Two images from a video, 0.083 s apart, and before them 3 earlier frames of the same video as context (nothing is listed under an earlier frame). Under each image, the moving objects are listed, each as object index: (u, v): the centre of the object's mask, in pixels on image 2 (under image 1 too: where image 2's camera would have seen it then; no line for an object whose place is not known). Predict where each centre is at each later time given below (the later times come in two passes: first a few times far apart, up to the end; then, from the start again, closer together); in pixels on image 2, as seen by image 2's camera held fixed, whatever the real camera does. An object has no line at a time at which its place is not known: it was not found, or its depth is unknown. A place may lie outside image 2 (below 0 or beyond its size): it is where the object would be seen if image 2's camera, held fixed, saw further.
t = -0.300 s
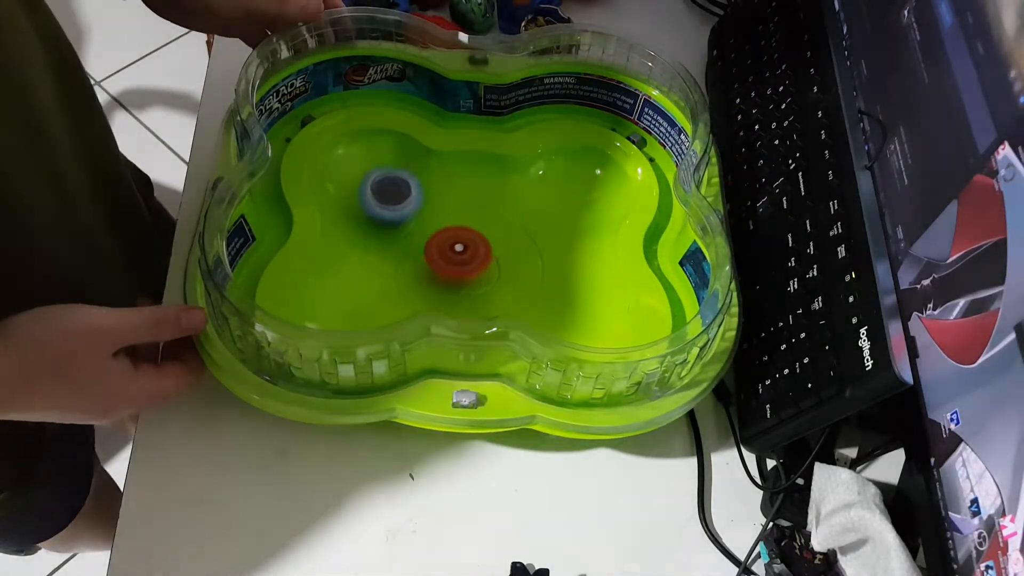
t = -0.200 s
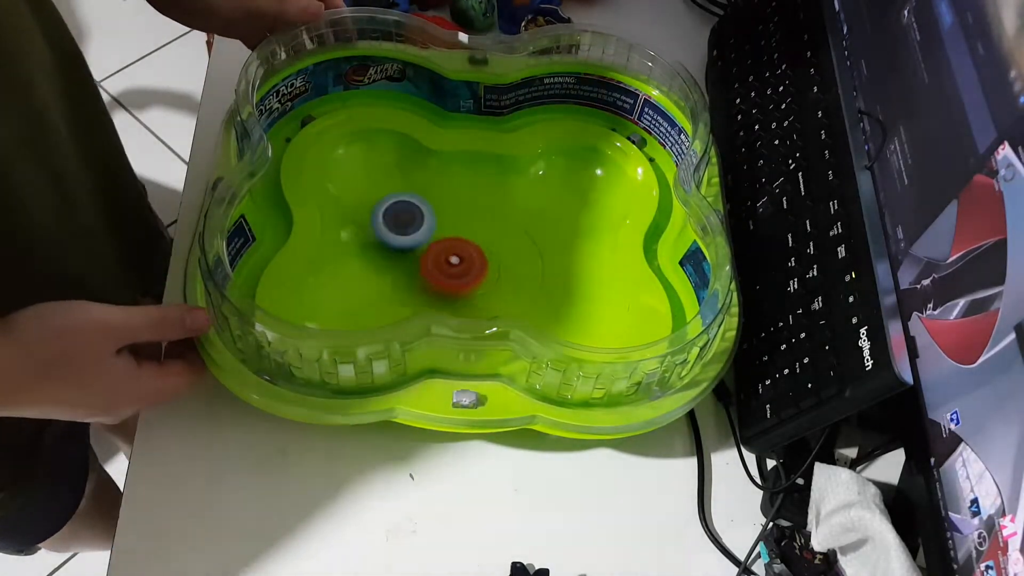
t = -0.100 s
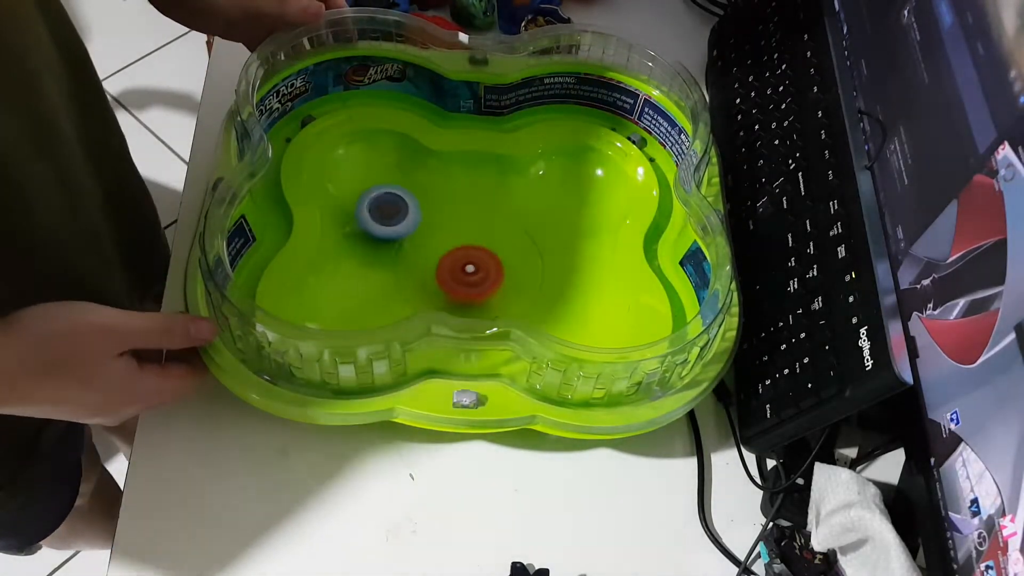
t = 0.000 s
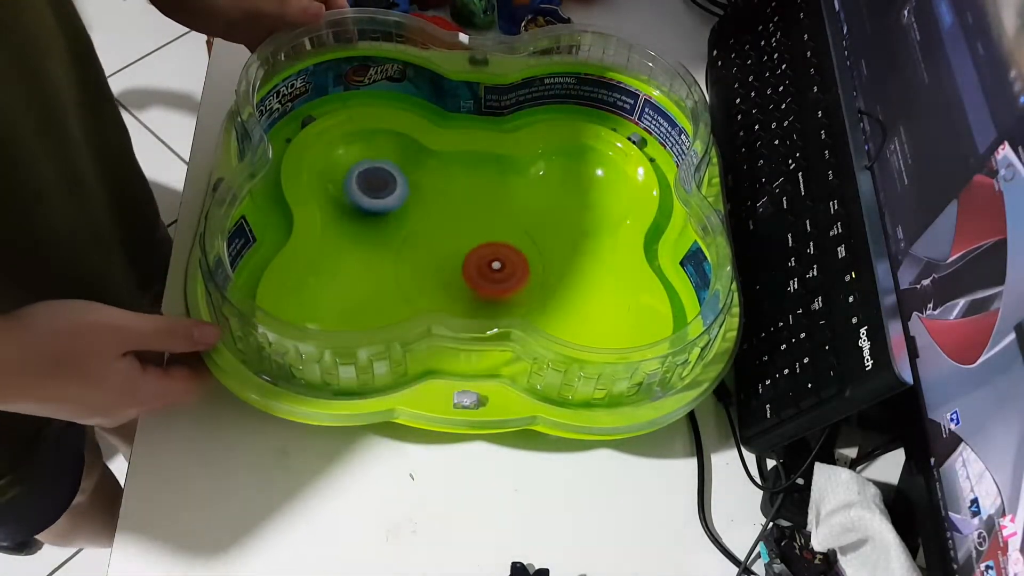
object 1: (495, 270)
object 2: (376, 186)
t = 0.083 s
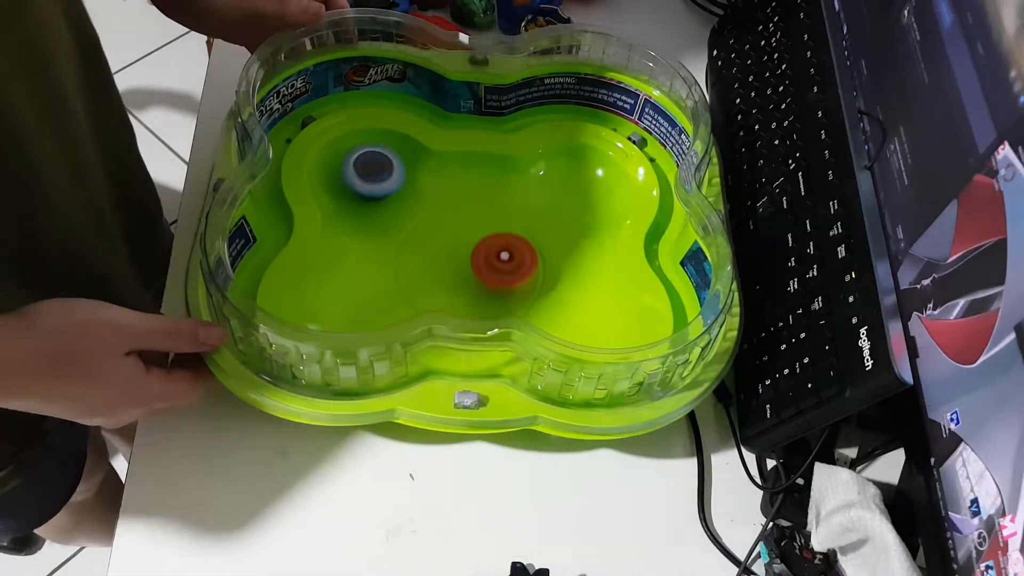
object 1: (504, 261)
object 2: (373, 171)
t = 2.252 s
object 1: (568, 304)
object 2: (424, 276)
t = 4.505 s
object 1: (395, 269)
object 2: (498, 269)
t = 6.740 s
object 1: (520, 290)
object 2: (363, 160)
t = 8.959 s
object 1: (456, 284)
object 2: (537, 240)
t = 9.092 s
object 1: (466, 268)
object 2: (546, 238)
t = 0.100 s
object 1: (504, 259)
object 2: (374, 171)
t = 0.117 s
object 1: (504, 255)
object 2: (375, 171)
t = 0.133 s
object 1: (502, 252)
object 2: (376, 171)
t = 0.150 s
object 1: (501, 249)
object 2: (378, 172)
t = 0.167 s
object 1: (500, 245)
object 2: (380, 174)
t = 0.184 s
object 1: (498, 240)
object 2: (382, 176)
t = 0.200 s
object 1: (496, 236)
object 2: (384, 179)
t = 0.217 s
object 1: (492, 232)
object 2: (386, 182)
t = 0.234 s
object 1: (489, 229)
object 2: (387, 186)
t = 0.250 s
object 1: (485, 226)
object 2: (390, 188)
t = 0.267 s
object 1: (480, 225)
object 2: (393, 192)
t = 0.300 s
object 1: (467, 224)
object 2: (399, 199)
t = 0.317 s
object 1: (464, 225)
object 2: (398, 202)
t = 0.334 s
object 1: (469, 228)
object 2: (389, 206)
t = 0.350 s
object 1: (474, 231)
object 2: (380, 206)
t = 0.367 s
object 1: (477, 233)
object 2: (372, 206)
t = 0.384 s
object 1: (480, 235)
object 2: (364, 204)
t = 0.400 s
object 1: (483, 235)
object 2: (357, 202)
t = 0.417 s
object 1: (485, 235)
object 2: (351, 199)
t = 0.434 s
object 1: (488, 236)
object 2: (348, 196)
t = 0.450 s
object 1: (492, 236)
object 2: (344, 193)
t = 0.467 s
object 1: (496, 236)
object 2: (342, 189)
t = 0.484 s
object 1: (499, 237)
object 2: (342, 186)
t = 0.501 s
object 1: (504, 237)
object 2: (343, 184)
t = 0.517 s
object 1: (507, 236)
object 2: (348, 178)
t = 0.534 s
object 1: (511, 238)
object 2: (352, 174)
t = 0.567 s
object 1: (520, 236)
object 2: (363, 165)
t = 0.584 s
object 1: (524, 235)
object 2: (370, 160)
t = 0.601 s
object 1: (529, 234)
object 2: (378, 157)
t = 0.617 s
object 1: (532, 232)
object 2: (387, 157)
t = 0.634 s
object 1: (536, 231)
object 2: (395, 158)
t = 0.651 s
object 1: (542, 229)
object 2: (401, 160)
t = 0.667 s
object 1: (546, 227)
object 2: (408, 164)
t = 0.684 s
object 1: (550, 224)
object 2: (414, 172)
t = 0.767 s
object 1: (572, 206)
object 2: (443, 225)
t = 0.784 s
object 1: (576, 203)
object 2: (448, 233)
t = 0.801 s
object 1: (578, 198)
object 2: (451, 244)
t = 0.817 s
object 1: (579, 195)
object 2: (454, 253)
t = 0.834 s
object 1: (581, 192)
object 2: (457, 261)
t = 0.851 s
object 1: (580, 189)
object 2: (460, 270)
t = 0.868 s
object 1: (578, 188)
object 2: (461, 278)
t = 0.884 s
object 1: (577, 187)
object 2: (462, 285)
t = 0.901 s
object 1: (573, 186)
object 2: (464, 291)
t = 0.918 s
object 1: (570, 187)
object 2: (464, 297)
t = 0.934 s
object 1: (566, 188)
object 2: (462, 301)
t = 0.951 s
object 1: (562, 190)
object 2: (462, 304)
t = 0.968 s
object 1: (557, 193)
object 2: (459, 310)
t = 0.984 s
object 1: (552, 195)
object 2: (456, 310)
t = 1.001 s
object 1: (545, 199)
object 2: (454, 311)
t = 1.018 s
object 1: (539, 202)
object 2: (450, 312)
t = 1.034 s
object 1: (533, 205)
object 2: (446, 311)
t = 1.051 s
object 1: (526, 210)
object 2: (443, 310)
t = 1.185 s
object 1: (487, 237)
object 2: (395, 281)
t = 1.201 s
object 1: (483, 239)
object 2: (393, 278)
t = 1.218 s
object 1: (480, 243)
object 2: (390, 275)
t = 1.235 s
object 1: (477, 246)
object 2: (390, 272)
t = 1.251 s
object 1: (474, 250)
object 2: (391, 270)
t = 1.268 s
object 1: (472, 254)
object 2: (393, 267)
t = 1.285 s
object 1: (470, 259)
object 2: (399, 264)
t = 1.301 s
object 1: (470, 263)
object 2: (401, 263)
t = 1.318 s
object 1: (476, 267)
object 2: (399, 260)
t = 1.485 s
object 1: (534, 294)
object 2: (373, 213)
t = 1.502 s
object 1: (539, 296)
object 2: (372, 207)
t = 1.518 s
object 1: (545, 298)
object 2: (371, 202)
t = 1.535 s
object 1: (551, 299)
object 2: (369, 196)
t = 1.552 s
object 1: (555, 301)
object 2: (369, 190)
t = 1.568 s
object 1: (561, 303)
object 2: (369, 185)
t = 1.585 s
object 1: (564, 304)
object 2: (370, 180)
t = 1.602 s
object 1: (568, 306)
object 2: (373, 177)
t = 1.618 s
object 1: (572, 306)
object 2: (375, 175)
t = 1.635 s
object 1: (574, 306)
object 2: (378, 173)
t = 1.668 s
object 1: (577, 305)
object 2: (386, 174)
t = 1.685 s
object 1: (577, 305)
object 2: (391, 175)
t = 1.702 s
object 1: (578, 303)
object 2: (396, 179)
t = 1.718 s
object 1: (577, 302)
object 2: (402, 182)
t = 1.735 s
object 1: (576, 301)
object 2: (409, 188)
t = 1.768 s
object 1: (572, 297)
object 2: (423, 200)
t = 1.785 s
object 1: (569, 295)
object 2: (430, 207)
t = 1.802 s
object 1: (566, 294)
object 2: (436, 213)
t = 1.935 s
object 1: (544, 289)
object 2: (474, 252)
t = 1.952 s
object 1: (541, 289)
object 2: (476, 257)
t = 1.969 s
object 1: (539, 290)
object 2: (477, 261)
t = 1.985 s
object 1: (540, 291)
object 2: (476, 265)
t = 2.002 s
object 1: (543, 293)
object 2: (471, 267)
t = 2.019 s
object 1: (546, 295)
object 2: (468, 269)
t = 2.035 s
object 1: (548, 296)
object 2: (464, 271)
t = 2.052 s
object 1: (551, 298)
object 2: (462, 272)
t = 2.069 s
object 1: (553, 299)
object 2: (458, 274)
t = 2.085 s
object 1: (556, 301)
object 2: (454, 274)
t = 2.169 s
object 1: (566, 306)
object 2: (437, 276)
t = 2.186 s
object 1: (566, 306)
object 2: (433, 277)
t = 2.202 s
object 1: (568, 306)
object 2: (430, 276)
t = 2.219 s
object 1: (568, 306)
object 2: (428, 276)
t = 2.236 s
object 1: (568, 305)
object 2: (425, 276)
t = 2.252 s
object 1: (568, 304)
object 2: (424, 276)
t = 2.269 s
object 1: (567, 303)
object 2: (421, 275)
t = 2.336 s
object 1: (561, 297)
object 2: (420, 272)
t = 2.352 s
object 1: (559, 296)
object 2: (419, 270)
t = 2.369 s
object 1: (557, 293)
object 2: (421, 269)
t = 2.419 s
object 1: (547, 287)
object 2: (425, 264)
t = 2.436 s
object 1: (544, 284)
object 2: (426, 262)
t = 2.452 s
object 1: (540, 282)
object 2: (429, 261)
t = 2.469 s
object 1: (536, 280)
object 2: (431, 259)
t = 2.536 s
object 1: (518, 270)
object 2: (443, 254)
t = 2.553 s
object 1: (515, 268)
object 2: (446, 252)
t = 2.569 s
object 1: (516, 268)
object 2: (443, 249)
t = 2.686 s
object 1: (531, 264)
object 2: (402, 212)
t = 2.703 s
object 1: (531, 262)
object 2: (399, 207)
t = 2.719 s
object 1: (530, 261)
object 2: (395, 203)
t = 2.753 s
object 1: (529, 259)
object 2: (389, 196)
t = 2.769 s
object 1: (529, 258)
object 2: (387, 193)
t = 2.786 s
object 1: (527, 257)
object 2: (386, 191)
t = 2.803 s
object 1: (527, 257)
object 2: (384, 188)
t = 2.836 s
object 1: (524, 256)
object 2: (382, 185)
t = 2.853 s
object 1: (521, 255)
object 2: (382, 183)
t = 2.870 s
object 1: (520, 255)
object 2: (380, 182)
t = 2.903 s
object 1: (514, 256)
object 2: (380, 181)
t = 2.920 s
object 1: (511, 256)
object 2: (380, 181)
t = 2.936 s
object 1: (508, 257)
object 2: (380, 181)
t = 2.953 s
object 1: (505, 258)
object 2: (379, 181)
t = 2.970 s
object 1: (502, 259)
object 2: (379, 182)
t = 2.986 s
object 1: (499, 259)
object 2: (379, 182)
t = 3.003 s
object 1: (496, 259)
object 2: (379, 182)
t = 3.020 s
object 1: (494, 260)
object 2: (378, 183)
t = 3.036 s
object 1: (490, 262)
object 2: (378, 184)
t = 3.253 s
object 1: (465, 279)
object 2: (378, 191)
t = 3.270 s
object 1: (464, 280)
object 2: (378, 192)
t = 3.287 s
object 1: (463, 280)
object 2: (380, 193)
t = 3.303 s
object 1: (463, 280)
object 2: (381, 194)
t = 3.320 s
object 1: (463, 281)
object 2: (383, 195)
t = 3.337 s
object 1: (462, 280)
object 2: (384, 196)
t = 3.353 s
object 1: (462, 280)
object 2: (387, 197)
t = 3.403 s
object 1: (461, 278)
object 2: (395, 203)
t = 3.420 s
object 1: (461, 277)
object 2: (399, 205)
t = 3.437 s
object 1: (460, 275)
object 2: (402, 208)
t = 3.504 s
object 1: (460, 270)
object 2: (418, 218)
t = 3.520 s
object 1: (461, 269)
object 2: (422, 220)
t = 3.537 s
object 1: (461, 269)
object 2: (423, 219)
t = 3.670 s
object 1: (460, 272)
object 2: (445, 210)
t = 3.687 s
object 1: (461, 272)
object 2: (448, 210)
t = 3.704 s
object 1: (460, 273)
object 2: (454, 209)
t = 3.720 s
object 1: (460, 272)
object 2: (457, 210)
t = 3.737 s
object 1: (458, 272)
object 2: (463, 210)
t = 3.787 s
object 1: (455, 271)
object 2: (476, 213)
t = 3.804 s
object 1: (454, 270)
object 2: (482, 215)
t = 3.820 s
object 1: (453, 269)
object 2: (486, 218)
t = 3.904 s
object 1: (448, 265)
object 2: (503, 232)
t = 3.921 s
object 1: (445, 264)
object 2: (505, 236)
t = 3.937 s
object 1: (443, 265)
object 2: (508, 237)
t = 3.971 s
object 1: (441, 267)
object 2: (513, 242)
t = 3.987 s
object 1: (440, 269)
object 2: (514, 246)
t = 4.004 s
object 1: (440, 271)
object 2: (514, 249)
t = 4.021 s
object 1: (439, 272)
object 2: (514, 253)
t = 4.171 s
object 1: (440, 275)
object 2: (516, 279)
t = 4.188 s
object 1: (439, 275)
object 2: (516, 281)
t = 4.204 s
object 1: (436, 274)
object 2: (516, 282)
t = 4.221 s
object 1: (436, 274)
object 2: (516, 283)
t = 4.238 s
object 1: (433, 273)
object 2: (516, 283)
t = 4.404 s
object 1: (410, 267)
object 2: (505, 279)
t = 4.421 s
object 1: (407, 267)
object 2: (503, 277)
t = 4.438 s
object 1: (404, 267)
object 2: (502, 276)
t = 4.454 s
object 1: (400, 266)
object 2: (501, 274)
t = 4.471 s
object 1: (400, 266)
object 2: (500, 272)
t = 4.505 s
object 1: (395, 269)
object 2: (498, 269)
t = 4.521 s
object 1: (392, 271)
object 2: (497, 267)
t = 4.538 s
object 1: (391, 272)
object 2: (495, 266)
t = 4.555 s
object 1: (390, 275)
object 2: (495, 264)
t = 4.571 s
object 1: (389, 276)
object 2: (494, 262)
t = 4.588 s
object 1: (389, 279)
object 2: (494, 260)
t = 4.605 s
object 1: (390, 280)
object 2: (494, 258)
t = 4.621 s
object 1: (391, 281)
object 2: (493, 257)
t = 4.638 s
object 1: (393, 282)
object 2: (493, 255)
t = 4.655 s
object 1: (396, 284)
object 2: (492, 253)
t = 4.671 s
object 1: (398, 284)
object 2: (491, 251)
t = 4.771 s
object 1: (426, 284)
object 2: (488, 239)
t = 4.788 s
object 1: (431, 283)
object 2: (487, 237)
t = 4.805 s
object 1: (437, 283)
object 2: (488, 235)
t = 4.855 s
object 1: (452, 281)
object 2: (488, 229)
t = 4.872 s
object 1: (458, 280)
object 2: (488, 228)
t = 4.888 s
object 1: (463, 279)
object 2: (489, 227)
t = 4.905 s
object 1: (468, 278)
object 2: (490, 225)
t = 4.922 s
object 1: (473, 278)
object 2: (491, 223)
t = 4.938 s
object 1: (479, 277)
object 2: (493, 222)
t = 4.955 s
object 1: (486, 275)
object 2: (494, 219)
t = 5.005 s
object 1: (501, 273)
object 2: (500, 212)
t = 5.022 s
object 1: (506, 273)
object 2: (502, 210)
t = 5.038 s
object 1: (509, 272)
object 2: (506, 208)
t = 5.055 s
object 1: (513, 270)
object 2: (509, 207)
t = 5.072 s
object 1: (516, 270)
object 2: (513, 206)
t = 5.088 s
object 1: (518, 268)
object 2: (516, 205)
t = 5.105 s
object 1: (520, 266)
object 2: (520, 205)
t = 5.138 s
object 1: (523, 262)
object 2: (527, 205)
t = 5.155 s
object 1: (522, 261)
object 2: (530, 204)
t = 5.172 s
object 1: (522, 261)
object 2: (532, 202)
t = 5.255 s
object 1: (519, 267)
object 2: (551, 190)
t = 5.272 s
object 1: (518, 269)
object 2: (555, 188)
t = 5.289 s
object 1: (518, 270)
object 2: (559, 187)
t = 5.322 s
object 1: (517, 274)
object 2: (565, 186)
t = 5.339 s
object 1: (517, 277)
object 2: (569, 186)
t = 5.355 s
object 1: (517, 279)
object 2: (571, 187)
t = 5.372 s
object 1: (517, 281)
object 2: (573, 189)
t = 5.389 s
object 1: (517, 283)
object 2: (574, 190)
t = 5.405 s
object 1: (519, 286)
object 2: (575, 193)
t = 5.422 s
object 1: (519, 288)
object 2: (575, 196)
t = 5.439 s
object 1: (521, 290)
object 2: (574, 199)
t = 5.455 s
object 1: (522, 291)
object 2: (573, 203)
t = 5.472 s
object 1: (523, 293)
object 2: (570, 207)
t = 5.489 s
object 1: (525, 295)
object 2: (567, 212)
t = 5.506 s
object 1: (525, 296)
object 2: (563, 215)
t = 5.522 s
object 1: (527, 297)
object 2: (558, 221)
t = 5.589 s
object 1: (537, 299)
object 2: (533, 238)
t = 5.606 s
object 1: (541, 300)
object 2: (527, 243)
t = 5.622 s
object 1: (542, 299)
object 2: (521, 246)
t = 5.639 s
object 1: (546, 302)
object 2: (512, 246)
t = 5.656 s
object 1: (553, 308)
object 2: (503, 242)
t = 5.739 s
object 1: (582, 324)
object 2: (464, 221)
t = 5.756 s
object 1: (588, 326)
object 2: (457, 217)
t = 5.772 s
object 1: (593, 327)
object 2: (453, 214)
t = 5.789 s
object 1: (598, 327)
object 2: (449, 210)
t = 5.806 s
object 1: (603, 326)
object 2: (445, 209)
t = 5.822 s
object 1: (606, 325)
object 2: (442, 207)
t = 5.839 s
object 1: (609, 322)
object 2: (436, 206)
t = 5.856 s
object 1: (610, 319)
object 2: (434, 205)
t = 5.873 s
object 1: (610, 315)
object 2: (429, 204)
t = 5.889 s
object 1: (607, 308)
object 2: (423, 206)
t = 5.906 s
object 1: (603, 305)
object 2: (420, 207)
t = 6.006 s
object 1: (556, 283)
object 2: (383, 206)
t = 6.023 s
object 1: (551, 281)
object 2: (376, 206)
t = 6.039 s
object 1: (544, 280)
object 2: (371, 203)
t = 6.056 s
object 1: (538, 277)
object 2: (362, 199)
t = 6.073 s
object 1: (532, 276)
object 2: (358, 196)
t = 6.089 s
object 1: (526, 275)
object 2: (353, 190)
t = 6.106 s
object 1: (521, 274)
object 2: (348, 186)
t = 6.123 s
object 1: (516, 272)
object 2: (345, 181)
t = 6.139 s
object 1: (511, 270)
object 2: (343, 174)
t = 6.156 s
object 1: (505, 267)
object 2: (343, 169)
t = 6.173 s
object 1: (500, 265)
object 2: (346, 163)
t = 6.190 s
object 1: (495, 263)
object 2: (350, 156)
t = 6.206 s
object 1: (489, 260)
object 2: (356, 153)
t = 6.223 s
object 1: (484, 258)
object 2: (366, 152)
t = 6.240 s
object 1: (479, 255)
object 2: (376, 153)
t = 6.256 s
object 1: (473, 252)
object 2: (387, 157)
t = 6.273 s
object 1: (467, 249)
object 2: (396, 161)
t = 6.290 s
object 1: (461, 246)
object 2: (403, 168)
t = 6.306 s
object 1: (455, 244)
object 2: (412, 178)
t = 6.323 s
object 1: (450, 242)
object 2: (419, 186)
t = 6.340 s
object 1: (449, 244)
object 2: (418, 191)
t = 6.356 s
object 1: (452, 251)
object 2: (416, 191)
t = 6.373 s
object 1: (456, 258)
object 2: (415, 188)
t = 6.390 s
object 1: (457, 264)
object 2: (412, 186)
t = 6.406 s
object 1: (461, 267)
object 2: (408, 187)
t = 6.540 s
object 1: (480, 285)
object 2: (368, 187)
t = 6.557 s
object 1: (482, 287)
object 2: (362, 185)
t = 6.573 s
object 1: (486, 287)
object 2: (356, 182)
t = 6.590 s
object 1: (490, 289)
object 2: (348, 178)
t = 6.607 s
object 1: (493, 290)
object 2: (343, 176)
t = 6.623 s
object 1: (497, 290)
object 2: (342, 172)
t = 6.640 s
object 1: (500, 291)
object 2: (341, 166)
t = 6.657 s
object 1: (504, 291)
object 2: (340, 163)
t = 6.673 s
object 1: (508, 291)
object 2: (343, 161)
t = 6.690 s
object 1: (511, 291)
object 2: (347, 159)
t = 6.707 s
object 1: (514, 291)
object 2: (352, 157)
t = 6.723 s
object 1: (518, 290)
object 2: (357, 157)
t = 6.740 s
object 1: (520, 290)
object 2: (363, 160)
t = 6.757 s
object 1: (523, 289)
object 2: (371, 164)
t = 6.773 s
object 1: (525, 288)
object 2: (377, 169)
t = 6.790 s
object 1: (527, 287)
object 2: (380, 175)
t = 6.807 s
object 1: (528, 286)
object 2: (385, 182)
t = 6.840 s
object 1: (530, 280)
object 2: (397, 196)
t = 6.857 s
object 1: (531, 277)
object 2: (402, 202)
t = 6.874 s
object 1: (530, 276)
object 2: (408, 210)
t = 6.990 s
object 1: (520, 253)
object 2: (448, 251)
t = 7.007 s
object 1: (519, 250)
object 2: (454, 257)
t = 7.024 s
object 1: (521, 246)
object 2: (460, 263)
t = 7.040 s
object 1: (523, 241)
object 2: (462, 272)
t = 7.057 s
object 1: (526, 236)
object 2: (465, 276)
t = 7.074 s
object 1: (527, 231)
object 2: (470, 281)
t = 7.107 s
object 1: (532, 225)
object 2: (481, 288)
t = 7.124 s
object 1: (533, 222)
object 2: (487, 293)
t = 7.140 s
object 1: (534, 220)
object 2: (492, 295)
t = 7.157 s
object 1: (536, 218)
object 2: (497, 297)
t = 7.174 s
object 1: (537, 215)
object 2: (502, 299)
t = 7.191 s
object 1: (537, 214)
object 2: (507, 299)
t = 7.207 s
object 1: (536, 211)
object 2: (512, 300)
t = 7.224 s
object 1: (537, 209)
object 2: (516, 301)
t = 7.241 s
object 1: (538, 209)
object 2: (521, 300)
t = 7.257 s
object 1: (537, 207)
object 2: (525, 300)
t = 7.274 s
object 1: (537, 206)
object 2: (531, 299)
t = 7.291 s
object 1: (537, 206)
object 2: (537, 299)
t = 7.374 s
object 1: (537, 207)
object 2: (566, 289)
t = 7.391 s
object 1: (536, 209)
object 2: (573, 287)
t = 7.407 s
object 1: (536, 210)
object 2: (579, 285)
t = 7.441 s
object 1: (537, 213)
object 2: (591, 283)
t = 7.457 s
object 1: (537, 214)
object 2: (595, 282)
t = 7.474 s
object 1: (538, 216)
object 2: (598, 283)
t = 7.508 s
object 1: (539, 218)
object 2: (604, 291)
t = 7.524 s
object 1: (540, 220)
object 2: (606, 294)
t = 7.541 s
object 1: (541, 220)
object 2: (606, 298)
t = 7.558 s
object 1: (542, 221)
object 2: (604, 305)
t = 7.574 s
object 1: (544, 222)
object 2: (603, 312)
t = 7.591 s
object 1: (544, 222)
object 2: (601, 315)
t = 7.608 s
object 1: (546, 222)
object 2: (597, 318)
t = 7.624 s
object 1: (546, 222)
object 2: (594, 319)
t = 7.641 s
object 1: (546, 222)
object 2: (586, 319)
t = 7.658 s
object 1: (548, 222)
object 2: (579, 319)
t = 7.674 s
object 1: (547, 222)
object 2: (572, 319)
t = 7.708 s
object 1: (547, 222)
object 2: (559, 314)
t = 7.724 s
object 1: (546, 222)
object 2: (547, 313)
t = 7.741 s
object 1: (544, 222)
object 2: (537, 315)
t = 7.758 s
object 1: (543, 221)
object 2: (530, 306)
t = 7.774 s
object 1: (541, 222)
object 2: (521, 308)
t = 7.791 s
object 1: (538, 221)
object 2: (513, 306)
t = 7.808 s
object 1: (534, 221)
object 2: (503, 301)
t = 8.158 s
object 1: (446, 235)
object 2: (371, 221)
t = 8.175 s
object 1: (444, 235)
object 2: (365, 216)
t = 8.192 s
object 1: (443, 236)
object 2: (361, 211)
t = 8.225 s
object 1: (438, 239)
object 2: (354, 200)
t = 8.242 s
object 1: (436, 240)
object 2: (352, 196)
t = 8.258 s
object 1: (435, 242)
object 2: (351, 191)
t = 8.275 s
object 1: (434, 243)
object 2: (350, 186)
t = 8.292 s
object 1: (433, 245)
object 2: (349, 182)
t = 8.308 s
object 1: (431, 247)
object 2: (349, 178)
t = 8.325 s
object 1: (429, 249)
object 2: (351, 174)
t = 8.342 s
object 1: (428, 250)
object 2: (353, 171)
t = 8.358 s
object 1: (427, 252)
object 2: (357, 168)
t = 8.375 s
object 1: (425, 255)
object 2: (363, 166)
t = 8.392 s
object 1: (423, 257)
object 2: (368, 163)
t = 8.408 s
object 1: (422, 258)
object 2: (375, 162)
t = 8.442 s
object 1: (421, 262)
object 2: (386, 163)
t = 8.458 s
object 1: (421, 265)
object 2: (391, 164)
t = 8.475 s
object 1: (420, 267)
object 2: (396, 167)
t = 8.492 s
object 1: (420, 268)
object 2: (400, 170)
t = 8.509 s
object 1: (421, 269)
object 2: (407, 176)
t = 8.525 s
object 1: (422, 272)
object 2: (413, 181)
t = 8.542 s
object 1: (423, 273)
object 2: (418, 186)
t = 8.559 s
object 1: (424, 274)
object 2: (423, 191)
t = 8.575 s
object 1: (427, 275)
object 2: (427, 196)
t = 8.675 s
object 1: (441, 279)
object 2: (448, 226)
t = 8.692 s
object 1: (443, 280)
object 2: (452, 228)
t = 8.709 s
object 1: (443, 281)
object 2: (456, 231)
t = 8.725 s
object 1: (443, 283)
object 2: (462, 232)
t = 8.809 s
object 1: (446, 288)
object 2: (496, 236)
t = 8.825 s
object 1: (447, 289)
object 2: (502, 236)
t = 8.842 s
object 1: (448, 289)
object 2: (507, 237)
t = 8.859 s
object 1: (450, 289)
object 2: (514, 238)
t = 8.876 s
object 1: (451, 289)
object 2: (519, 238)
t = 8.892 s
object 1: (452, 288)
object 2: (524, 238)
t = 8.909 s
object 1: (454, 288)
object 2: (528, 239)
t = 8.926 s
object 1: (455, 287)
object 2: (532, 239)
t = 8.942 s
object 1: (455, 286)
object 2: (534, 240)
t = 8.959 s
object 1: (456, 284)
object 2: (537, 240)
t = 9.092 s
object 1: (466, 268)
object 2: (546, 238)
